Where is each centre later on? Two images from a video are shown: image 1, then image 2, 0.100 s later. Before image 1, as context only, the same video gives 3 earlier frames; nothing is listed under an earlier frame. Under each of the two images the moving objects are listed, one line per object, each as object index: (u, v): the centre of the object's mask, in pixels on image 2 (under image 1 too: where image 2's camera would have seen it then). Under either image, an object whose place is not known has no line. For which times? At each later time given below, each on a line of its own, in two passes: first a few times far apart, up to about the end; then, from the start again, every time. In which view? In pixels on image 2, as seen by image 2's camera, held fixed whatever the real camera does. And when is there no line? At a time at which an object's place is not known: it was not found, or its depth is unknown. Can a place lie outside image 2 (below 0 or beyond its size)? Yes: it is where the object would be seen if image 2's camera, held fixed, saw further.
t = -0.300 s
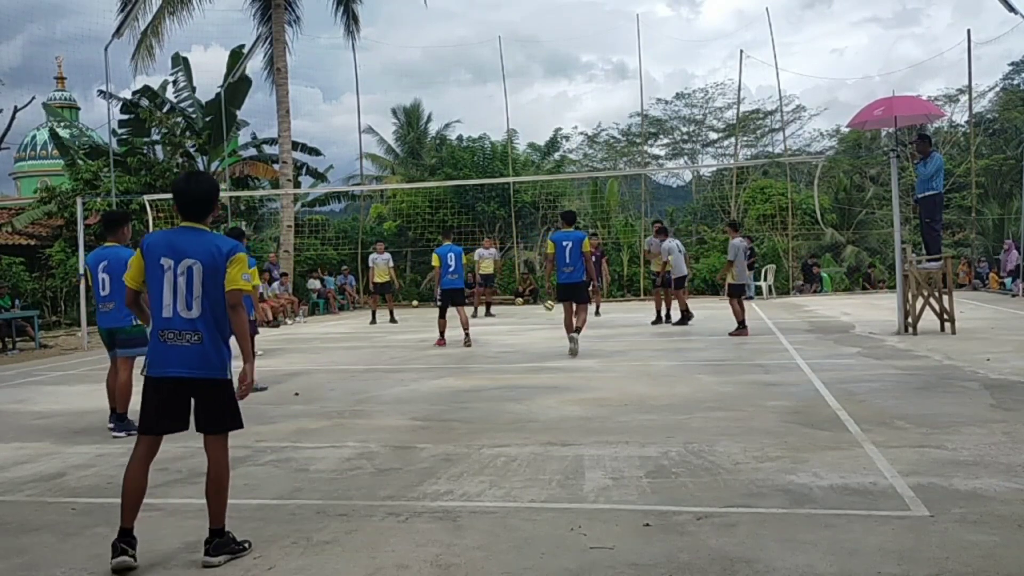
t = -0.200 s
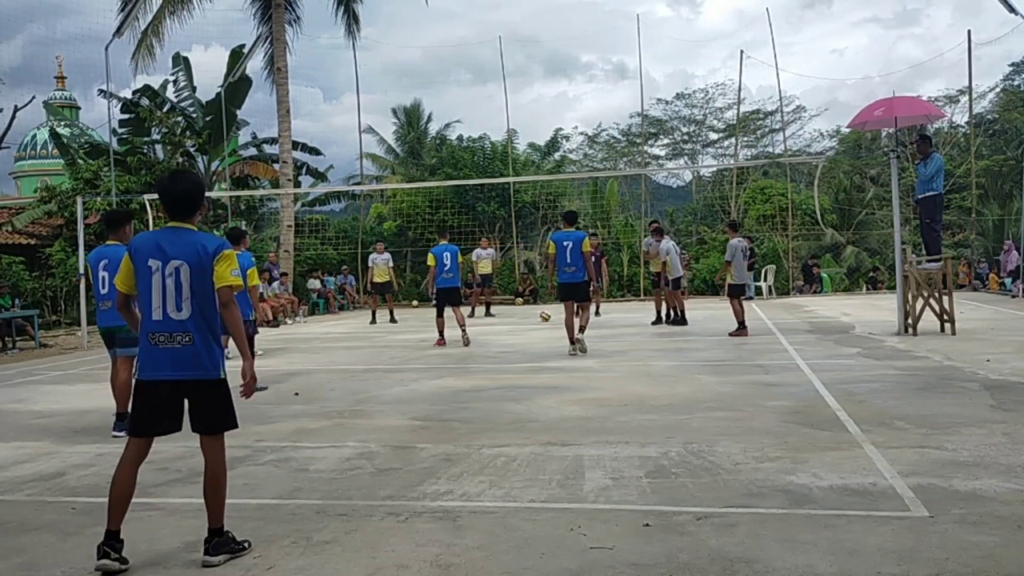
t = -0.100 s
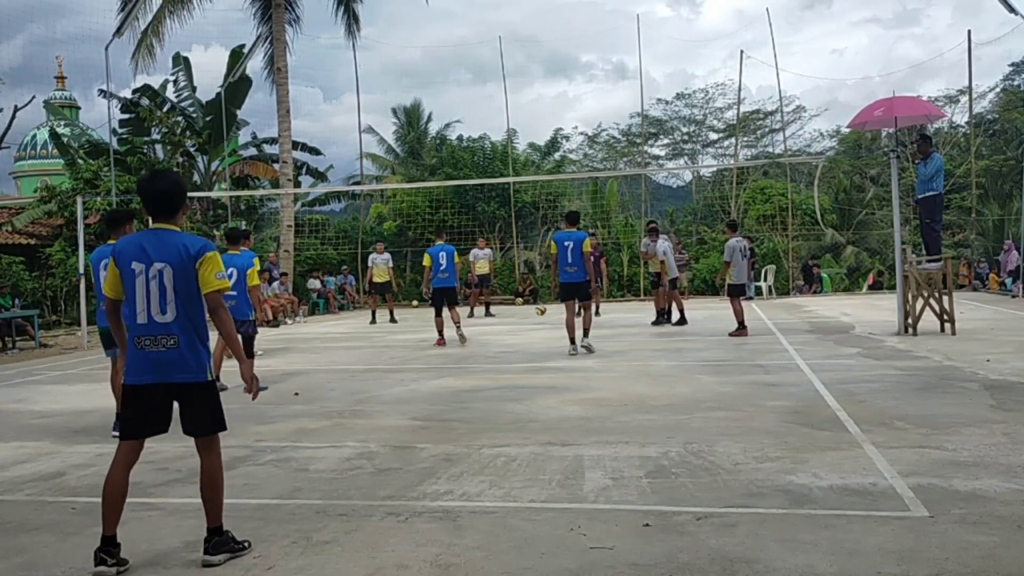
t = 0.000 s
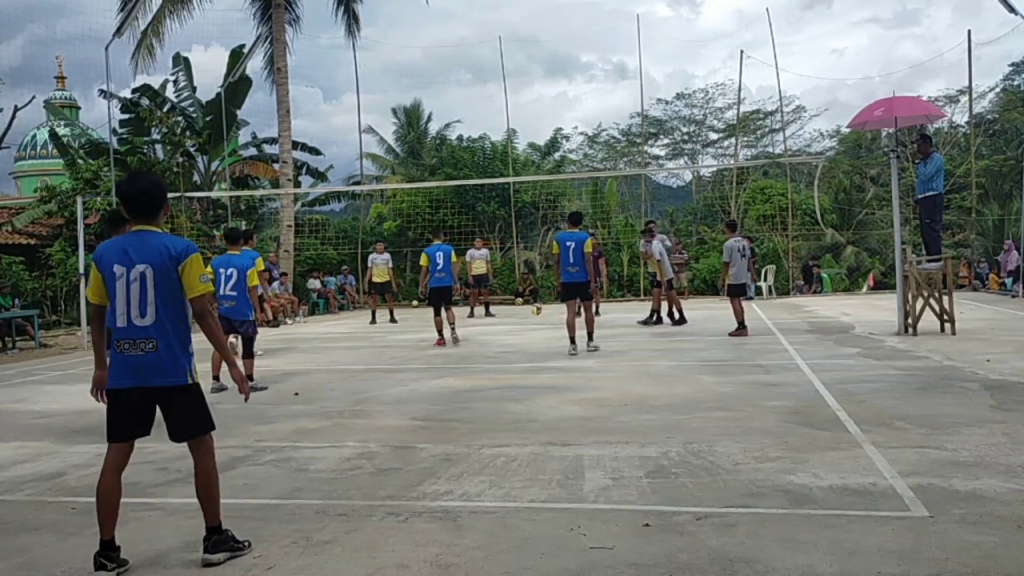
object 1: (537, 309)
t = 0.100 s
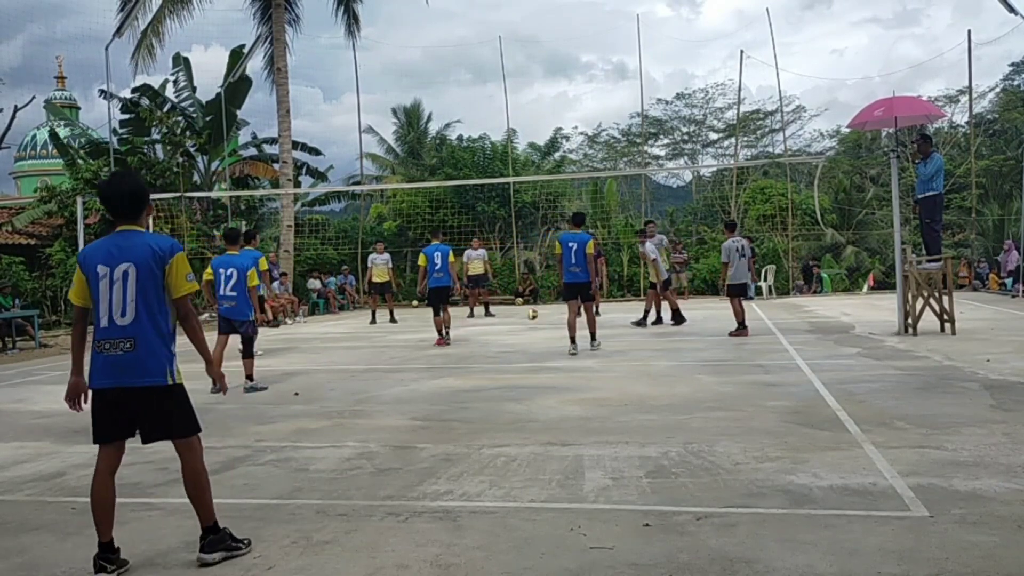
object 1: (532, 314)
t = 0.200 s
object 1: (527, 325)
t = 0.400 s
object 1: (516, 321)
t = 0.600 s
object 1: (505, 332)
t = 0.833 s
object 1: (489, 339)
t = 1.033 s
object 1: (473, 345)
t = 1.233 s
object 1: (455, 357)
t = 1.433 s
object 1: (433, 366)
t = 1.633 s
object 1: (408, 380)
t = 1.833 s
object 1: (376, 403)
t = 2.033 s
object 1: (333, 427)
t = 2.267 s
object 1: (265, 463)
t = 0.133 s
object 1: (530, 317)
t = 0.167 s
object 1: (529, 321)
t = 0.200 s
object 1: (527, 325)
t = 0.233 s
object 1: (525, 324)
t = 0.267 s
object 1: (524, 322)
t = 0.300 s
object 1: (522, 320)
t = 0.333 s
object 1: (520, 320)
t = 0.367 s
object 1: (518, 320)
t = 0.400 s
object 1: (516, 321)
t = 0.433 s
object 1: (515, 323)
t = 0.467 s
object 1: (512, 325)
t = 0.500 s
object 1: (511, 329)
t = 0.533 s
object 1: (509, 333)
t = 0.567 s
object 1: (507, 334)
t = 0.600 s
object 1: (505, 332)
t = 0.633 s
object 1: (503, 330)
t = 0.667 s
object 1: (500, 330)
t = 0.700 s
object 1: (498, 330)
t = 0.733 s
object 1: (495, 331)
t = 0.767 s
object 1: (493, 333)
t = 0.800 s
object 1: (491, 335)
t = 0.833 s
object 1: (489, 339)
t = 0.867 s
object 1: (486, 344)
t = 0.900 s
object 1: (484, 346)
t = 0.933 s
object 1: (481, 345)
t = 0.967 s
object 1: (478, 344)
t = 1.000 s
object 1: (476, 344)
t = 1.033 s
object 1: (473, 345)
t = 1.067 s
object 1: (470, 346)
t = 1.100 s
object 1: (467, 349)
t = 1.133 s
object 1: (464, 354)
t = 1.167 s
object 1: (461, 359)
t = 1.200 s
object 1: (458, 359)
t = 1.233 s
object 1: (455, 357)
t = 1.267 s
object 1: (451, 356)
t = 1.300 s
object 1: (448, 356)
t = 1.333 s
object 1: (444, 356)
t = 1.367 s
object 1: (441, 359)
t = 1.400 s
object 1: (437, 361)
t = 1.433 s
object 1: (433, 366)
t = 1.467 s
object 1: (429, 372)
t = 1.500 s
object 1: (426, 379)
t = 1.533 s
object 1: (421, 380)
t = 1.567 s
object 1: (417, 379)
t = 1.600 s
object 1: (412, 379)
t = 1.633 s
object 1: (408, 380)
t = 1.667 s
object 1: (403, 383)
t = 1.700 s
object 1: (398, 388)
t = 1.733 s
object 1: (393, 393)
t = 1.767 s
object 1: (387, 401)
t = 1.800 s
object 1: (382, 402)
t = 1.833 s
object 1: (376, 403)
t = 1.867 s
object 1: (369, 405)
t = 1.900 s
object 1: (362, 408)
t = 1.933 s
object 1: (356, 412)
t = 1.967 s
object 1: (349, 420)
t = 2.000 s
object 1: (341, 427)
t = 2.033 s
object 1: (333, 427)
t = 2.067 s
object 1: (325, 429)
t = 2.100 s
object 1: (316, 434)
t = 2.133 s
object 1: (307, 440)
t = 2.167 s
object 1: (298, 448)
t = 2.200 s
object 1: (288, 457)
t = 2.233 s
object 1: (277, 459)
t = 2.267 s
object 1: (265, 463)
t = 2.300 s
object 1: (254, 469)
